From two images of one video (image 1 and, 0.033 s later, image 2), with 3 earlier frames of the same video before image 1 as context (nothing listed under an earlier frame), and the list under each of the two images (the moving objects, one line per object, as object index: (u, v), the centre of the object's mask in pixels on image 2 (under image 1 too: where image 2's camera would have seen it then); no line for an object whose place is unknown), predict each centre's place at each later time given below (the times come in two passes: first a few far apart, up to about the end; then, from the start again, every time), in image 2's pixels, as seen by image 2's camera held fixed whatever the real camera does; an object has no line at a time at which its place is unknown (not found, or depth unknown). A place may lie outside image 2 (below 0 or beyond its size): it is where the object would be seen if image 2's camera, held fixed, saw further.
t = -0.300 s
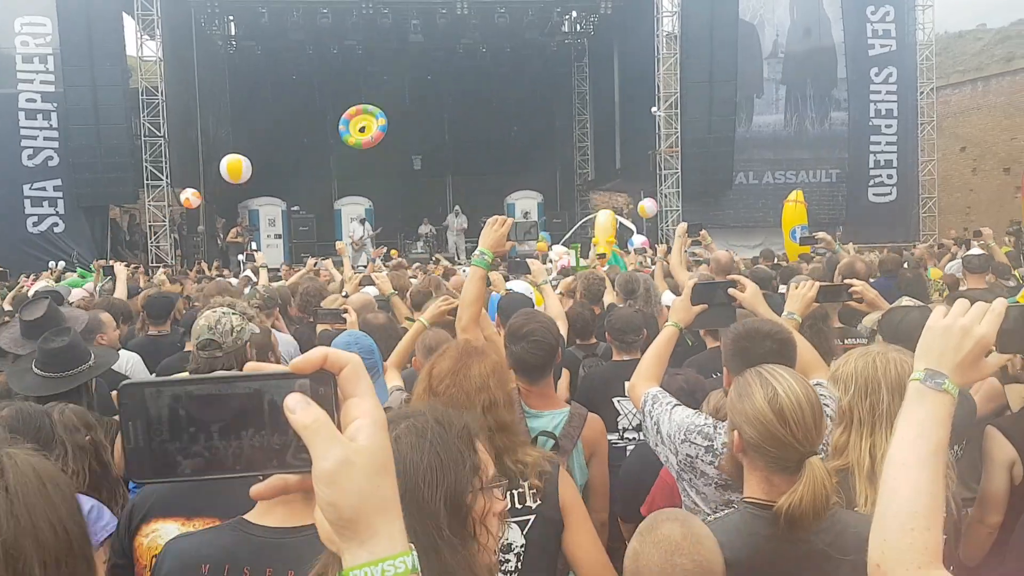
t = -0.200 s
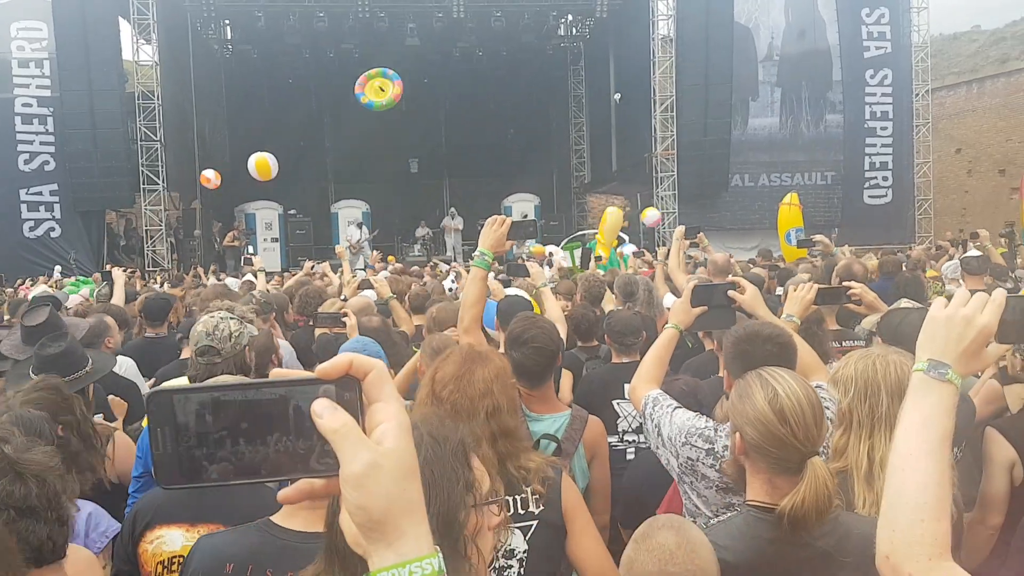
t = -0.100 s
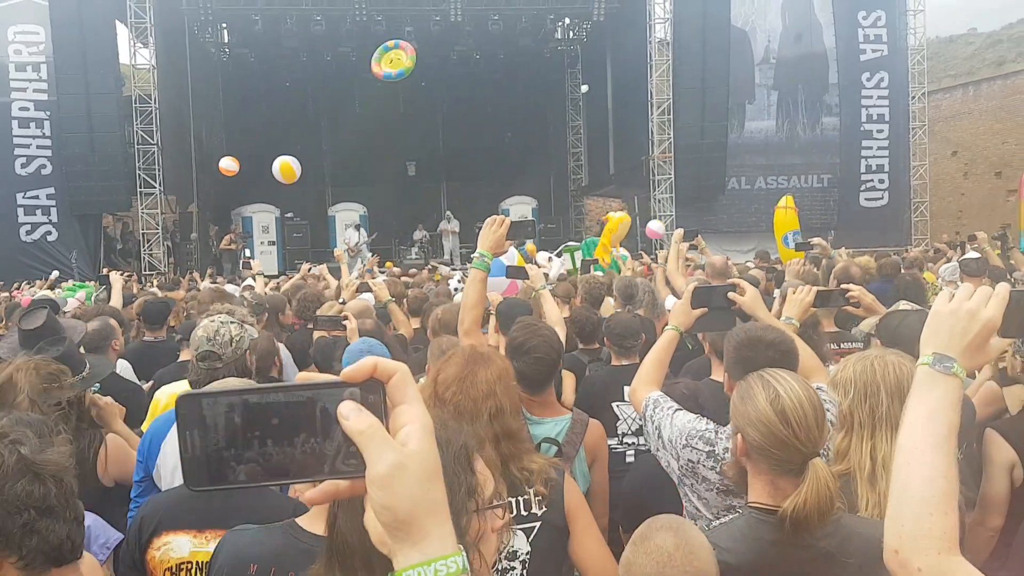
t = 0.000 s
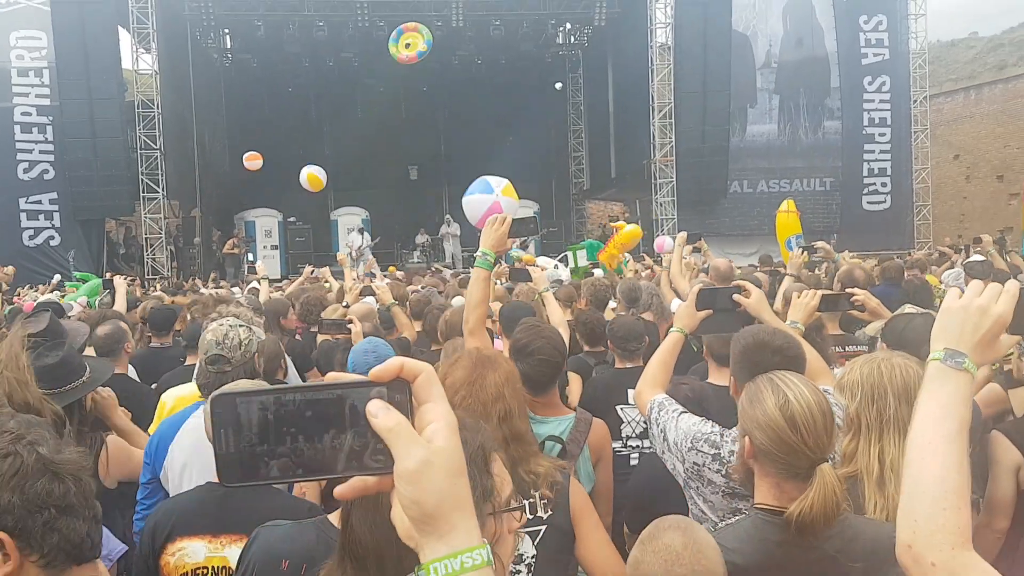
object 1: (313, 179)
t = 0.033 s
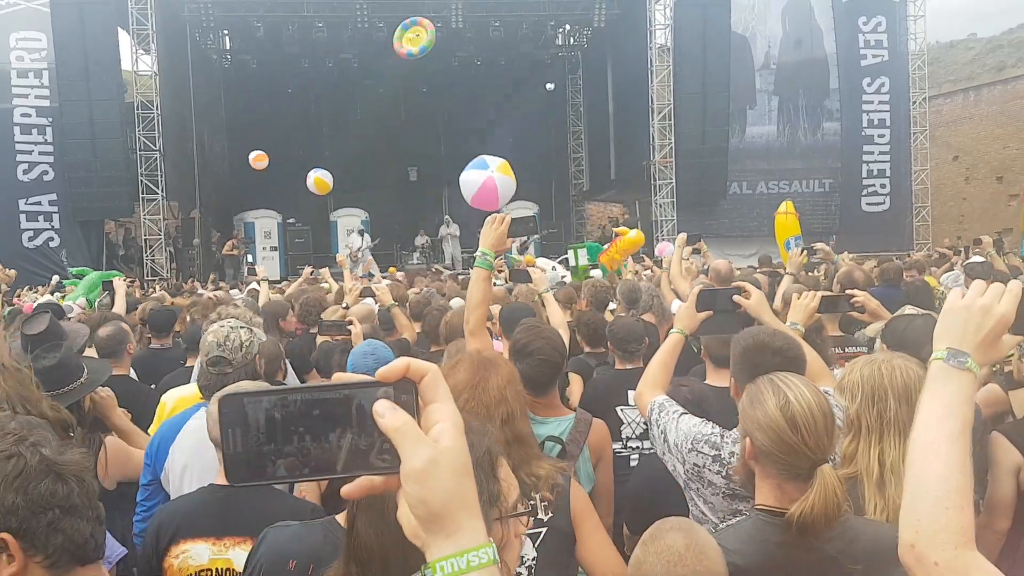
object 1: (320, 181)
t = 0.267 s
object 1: (362, 208)
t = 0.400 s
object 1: (381, 231)
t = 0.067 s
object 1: (327, 184)
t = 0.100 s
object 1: (333, 187)
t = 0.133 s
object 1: (339, 190)
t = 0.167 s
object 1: (345, 194)
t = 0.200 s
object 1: (351, 198)
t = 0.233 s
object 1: (357, 202)
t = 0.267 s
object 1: (362, 208)
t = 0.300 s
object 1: (367, 213)
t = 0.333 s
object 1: (372, 219)
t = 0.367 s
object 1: (377, 225)
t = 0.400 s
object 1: (381, 231)
